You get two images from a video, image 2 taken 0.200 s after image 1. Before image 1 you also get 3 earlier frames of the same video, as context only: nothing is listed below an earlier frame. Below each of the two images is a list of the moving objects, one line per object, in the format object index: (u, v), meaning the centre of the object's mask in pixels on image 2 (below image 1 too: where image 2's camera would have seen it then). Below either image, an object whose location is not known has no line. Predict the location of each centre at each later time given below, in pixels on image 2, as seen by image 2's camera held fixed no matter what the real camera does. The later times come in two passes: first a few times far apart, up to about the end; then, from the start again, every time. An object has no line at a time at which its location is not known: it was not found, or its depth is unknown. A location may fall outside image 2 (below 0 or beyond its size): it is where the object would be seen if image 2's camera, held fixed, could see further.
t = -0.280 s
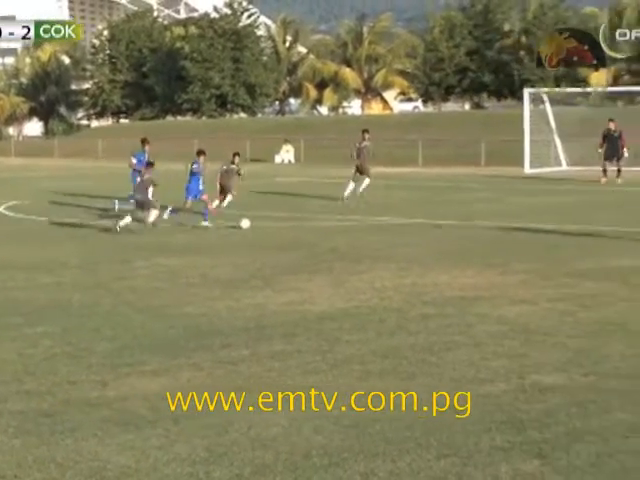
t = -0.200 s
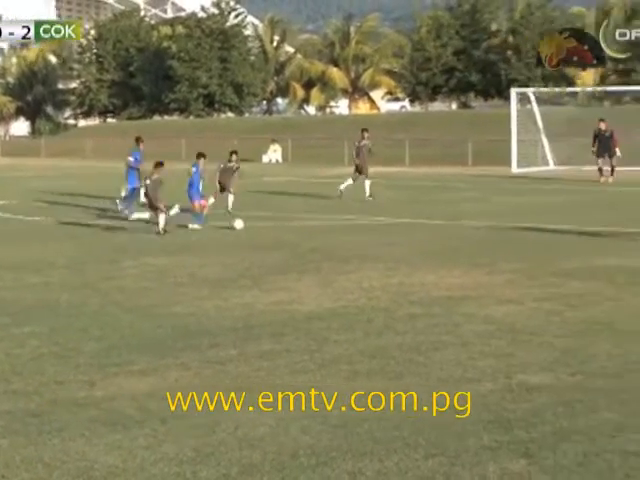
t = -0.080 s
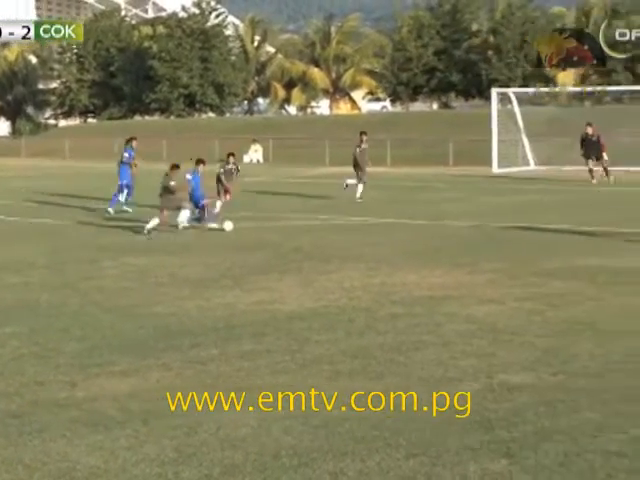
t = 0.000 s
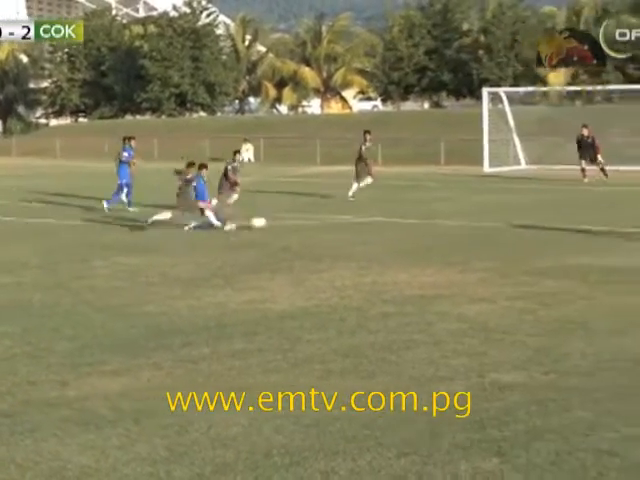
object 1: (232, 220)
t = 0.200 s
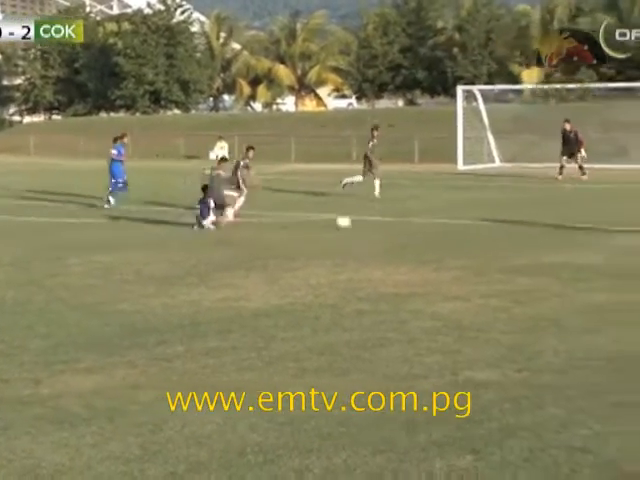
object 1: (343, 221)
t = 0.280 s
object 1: (380, 220)
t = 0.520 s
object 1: (482, 220)
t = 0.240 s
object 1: (362, 220)
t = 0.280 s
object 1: (380, 220)
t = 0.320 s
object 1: (398, 220)
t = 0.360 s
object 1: (417, 221)
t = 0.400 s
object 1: (436, 221)
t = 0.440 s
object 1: (452, 221)
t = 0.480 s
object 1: (467, 220)
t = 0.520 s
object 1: (482, 220)
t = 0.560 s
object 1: (498, 221)
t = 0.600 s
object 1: (512, 222)
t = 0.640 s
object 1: (525, 221)
